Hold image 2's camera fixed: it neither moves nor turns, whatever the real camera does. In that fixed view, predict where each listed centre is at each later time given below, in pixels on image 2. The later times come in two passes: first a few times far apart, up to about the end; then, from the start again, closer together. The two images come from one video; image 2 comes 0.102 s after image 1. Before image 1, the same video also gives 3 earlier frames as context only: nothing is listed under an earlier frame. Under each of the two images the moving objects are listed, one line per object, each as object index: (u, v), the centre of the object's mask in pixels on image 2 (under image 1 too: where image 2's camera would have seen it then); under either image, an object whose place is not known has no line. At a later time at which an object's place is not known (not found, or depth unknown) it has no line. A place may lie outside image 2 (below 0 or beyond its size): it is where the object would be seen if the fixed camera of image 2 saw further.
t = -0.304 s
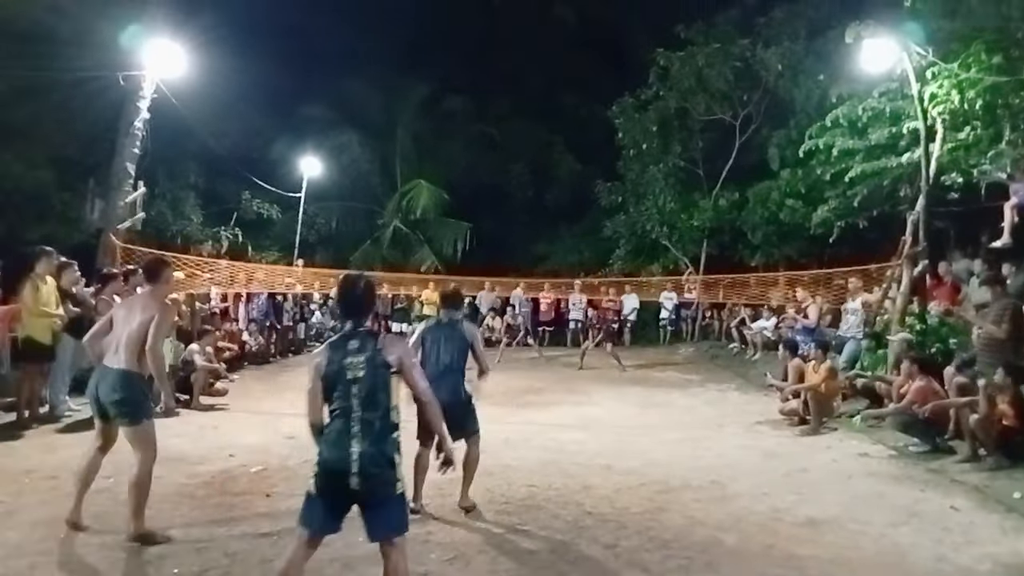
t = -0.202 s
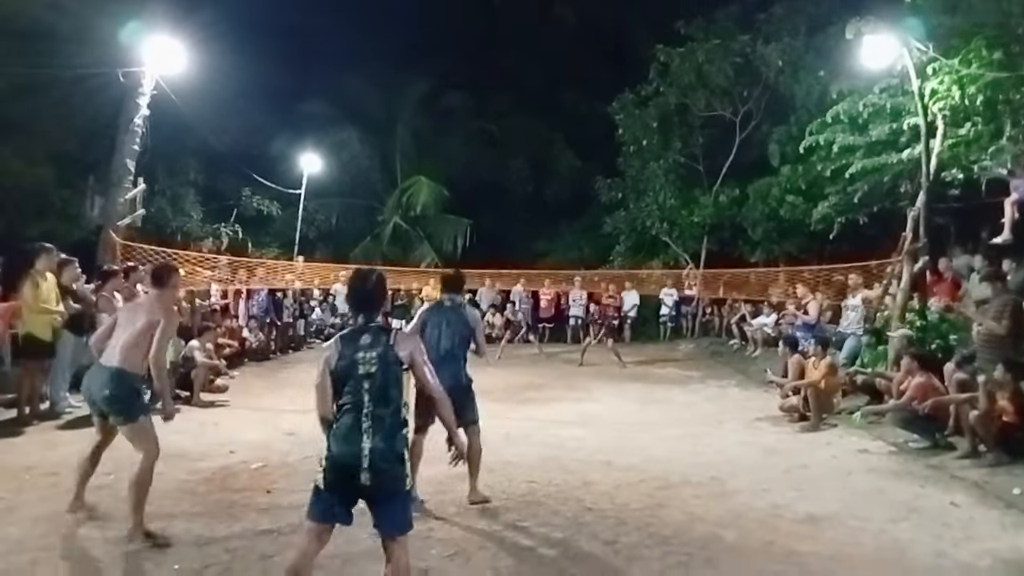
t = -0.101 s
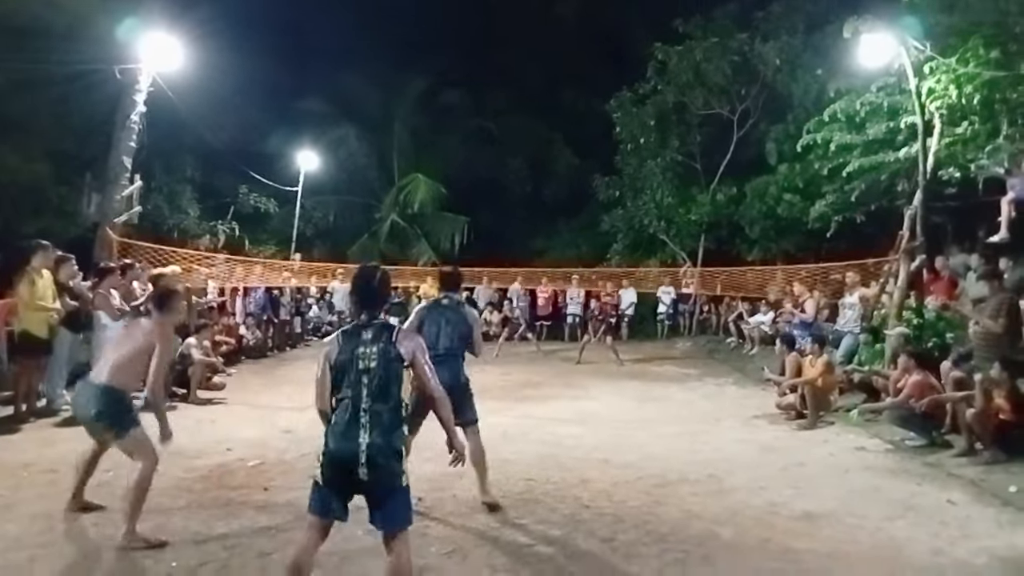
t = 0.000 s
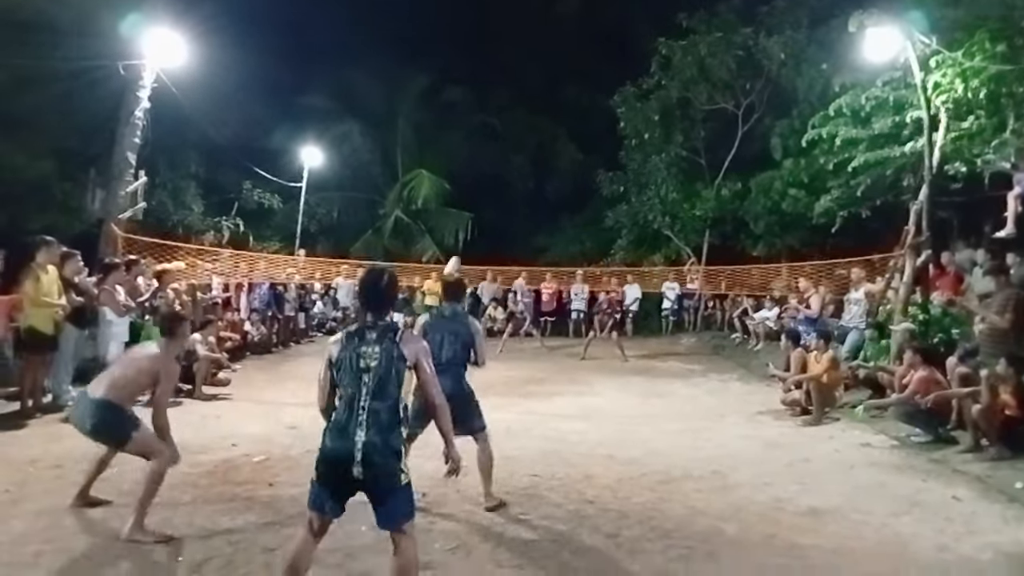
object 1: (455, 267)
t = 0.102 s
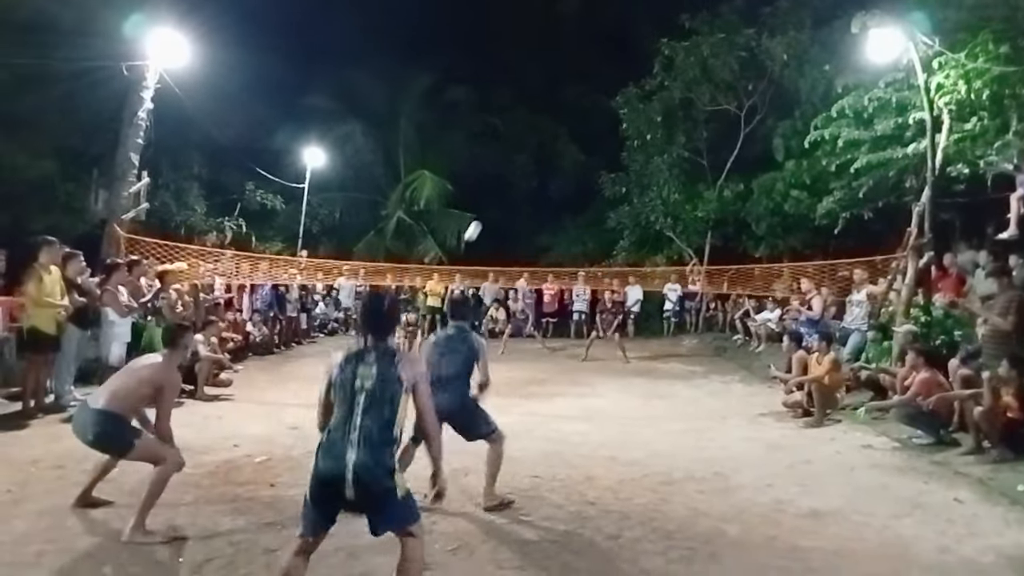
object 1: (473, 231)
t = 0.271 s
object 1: (509, 176)
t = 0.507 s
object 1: (575, 114)
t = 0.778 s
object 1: (683, 87)
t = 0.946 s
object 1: (784, 119)
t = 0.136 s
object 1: (479, 220)
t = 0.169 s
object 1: (486, 208)
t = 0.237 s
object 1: (501, 187)
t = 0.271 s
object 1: (509, 176)
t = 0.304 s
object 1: (517, 166)
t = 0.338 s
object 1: (525, 156)
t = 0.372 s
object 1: (535, 146)
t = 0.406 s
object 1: (544, 138)
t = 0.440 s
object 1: (554, 129)
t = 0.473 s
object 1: (564, 121)
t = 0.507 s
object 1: (575, 114)
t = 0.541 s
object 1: (587, 107)
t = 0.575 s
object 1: (598, 101)
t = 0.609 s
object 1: (610, 96)
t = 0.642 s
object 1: (624, 92)
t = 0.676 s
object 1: (637, 89)
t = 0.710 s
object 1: (652, 87)
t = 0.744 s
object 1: (667, 86)
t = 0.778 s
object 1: (683, 87)
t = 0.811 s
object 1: (701, 89)
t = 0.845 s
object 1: (720, 94)
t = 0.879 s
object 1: (740, 100)
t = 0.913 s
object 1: (761, 109)
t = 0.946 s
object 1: (784, 119)
